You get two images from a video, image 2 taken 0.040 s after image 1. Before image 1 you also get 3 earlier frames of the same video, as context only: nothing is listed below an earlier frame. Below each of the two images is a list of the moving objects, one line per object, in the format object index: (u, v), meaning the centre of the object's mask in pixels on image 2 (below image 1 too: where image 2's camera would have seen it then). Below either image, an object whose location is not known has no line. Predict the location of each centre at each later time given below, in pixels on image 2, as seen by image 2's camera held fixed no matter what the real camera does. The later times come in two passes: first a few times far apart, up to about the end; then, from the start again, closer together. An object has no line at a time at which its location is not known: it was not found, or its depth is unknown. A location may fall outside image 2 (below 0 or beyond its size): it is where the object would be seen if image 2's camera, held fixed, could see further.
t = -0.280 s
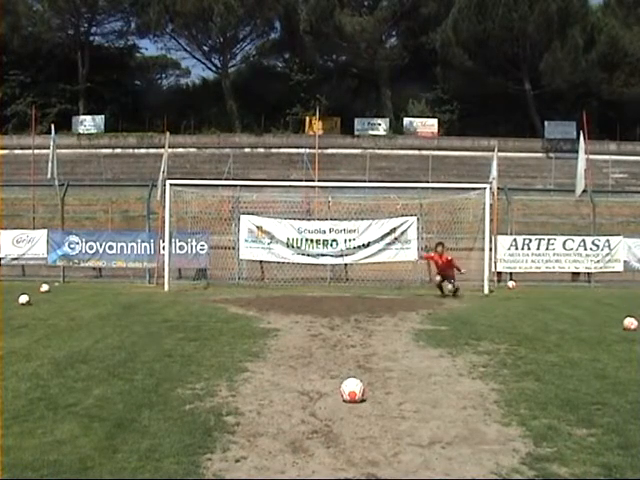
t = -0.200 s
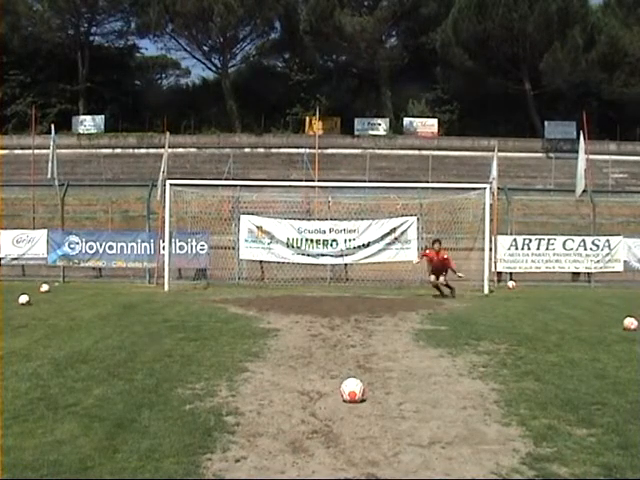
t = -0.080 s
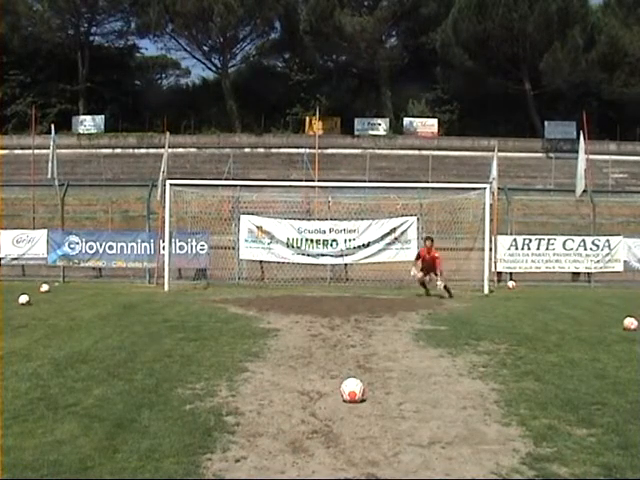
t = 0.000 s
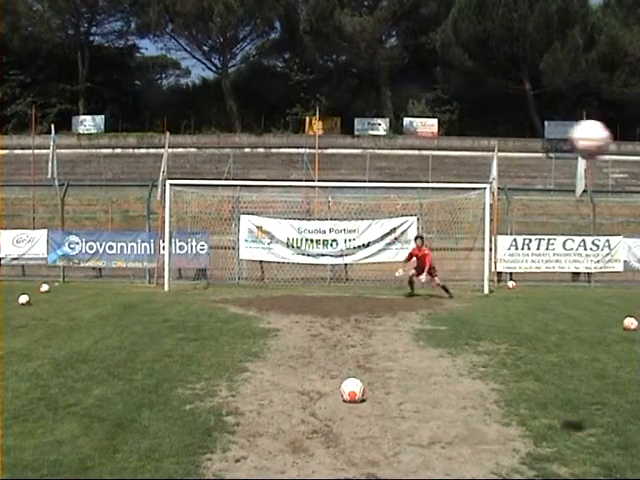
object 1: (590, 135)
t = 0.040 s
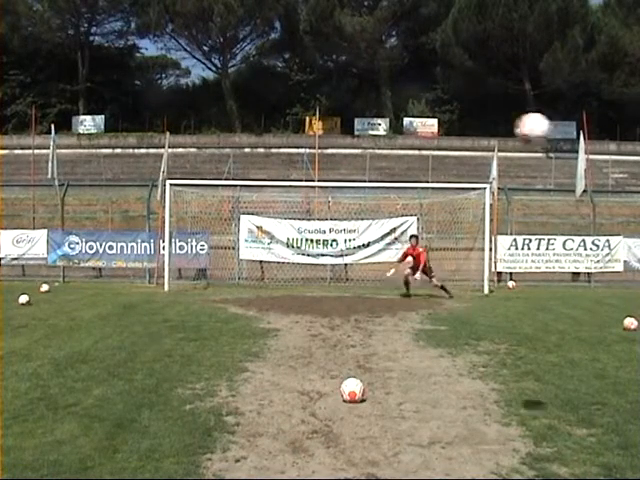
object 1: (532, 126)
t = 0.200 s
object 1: (399, 122)
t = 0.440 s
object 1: (301, 147)
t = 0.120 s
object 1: (453, 122)
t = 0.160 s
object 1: (424, 121)
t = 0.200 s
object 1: (399, 122)
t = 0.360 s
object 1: (326, 136)
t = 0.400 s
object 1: (313, 143)
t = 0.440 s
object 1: (301, 147)
